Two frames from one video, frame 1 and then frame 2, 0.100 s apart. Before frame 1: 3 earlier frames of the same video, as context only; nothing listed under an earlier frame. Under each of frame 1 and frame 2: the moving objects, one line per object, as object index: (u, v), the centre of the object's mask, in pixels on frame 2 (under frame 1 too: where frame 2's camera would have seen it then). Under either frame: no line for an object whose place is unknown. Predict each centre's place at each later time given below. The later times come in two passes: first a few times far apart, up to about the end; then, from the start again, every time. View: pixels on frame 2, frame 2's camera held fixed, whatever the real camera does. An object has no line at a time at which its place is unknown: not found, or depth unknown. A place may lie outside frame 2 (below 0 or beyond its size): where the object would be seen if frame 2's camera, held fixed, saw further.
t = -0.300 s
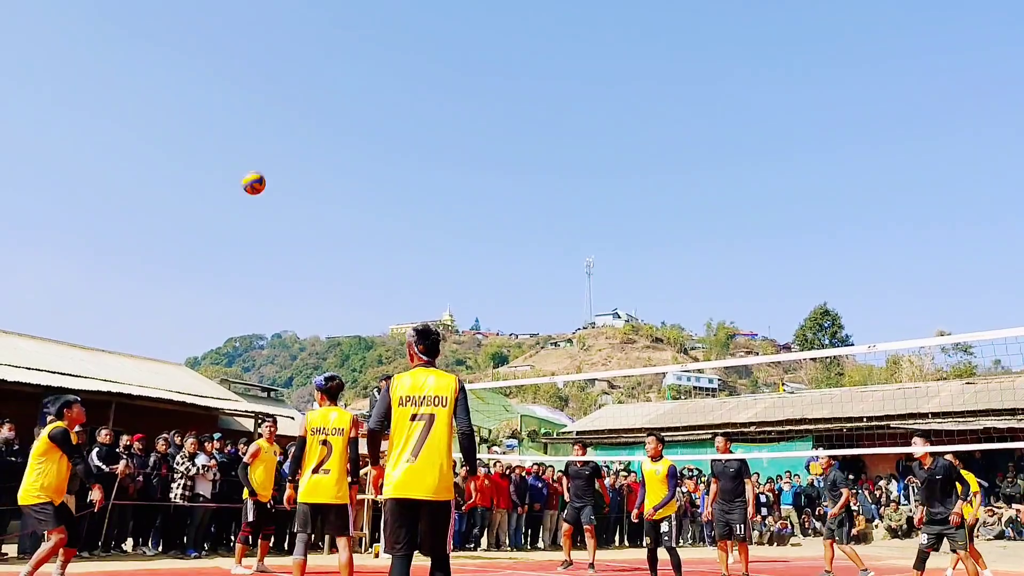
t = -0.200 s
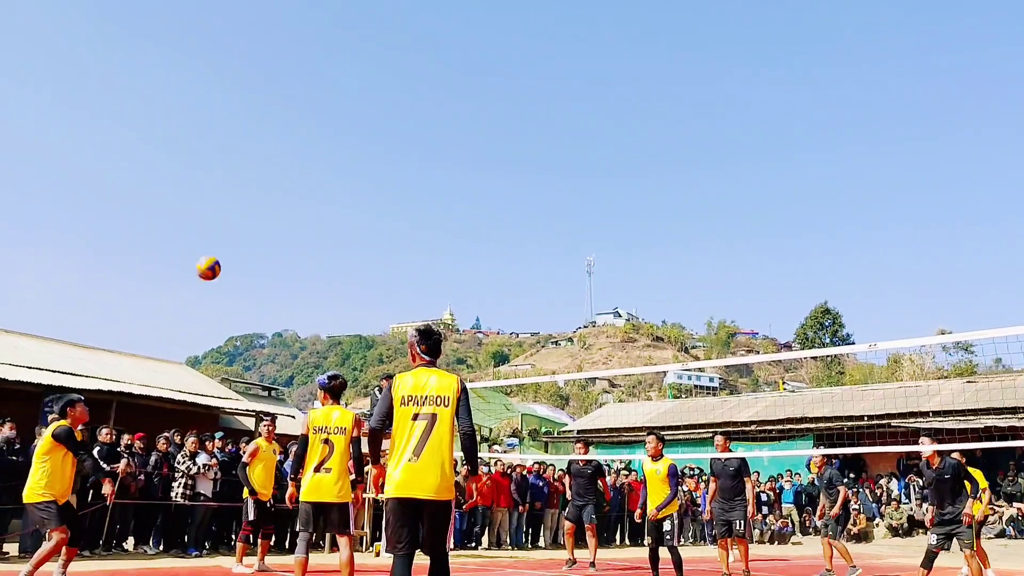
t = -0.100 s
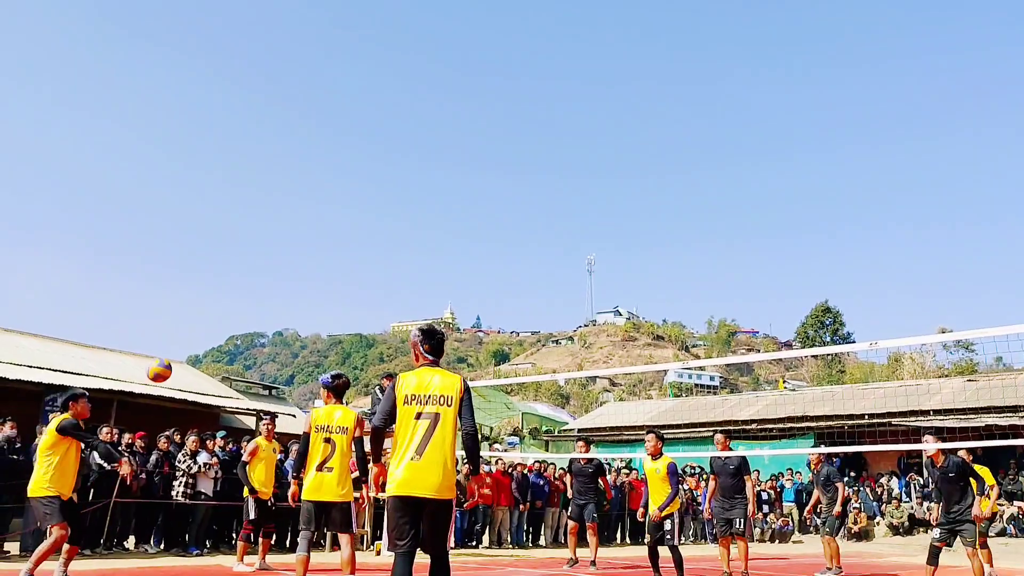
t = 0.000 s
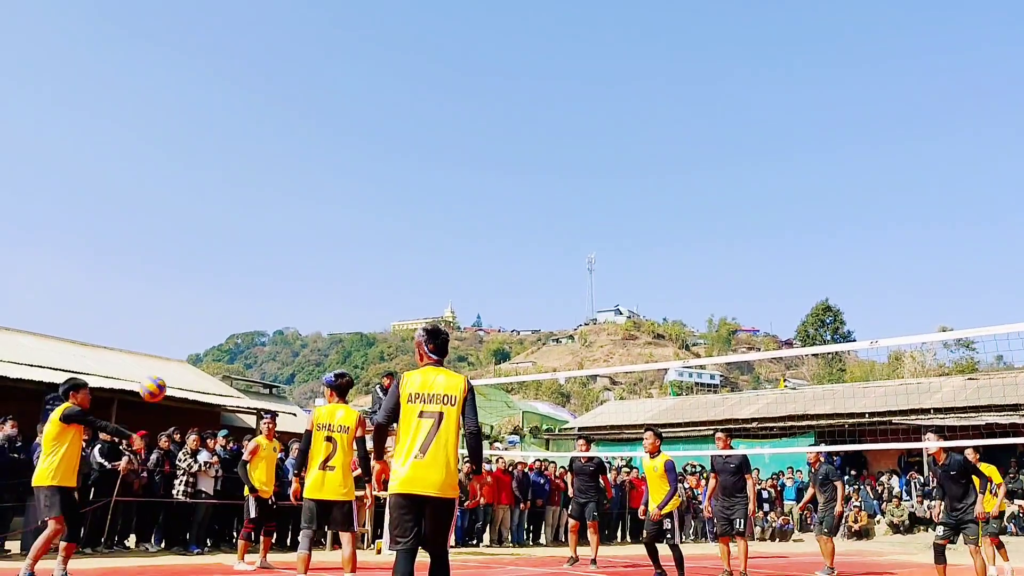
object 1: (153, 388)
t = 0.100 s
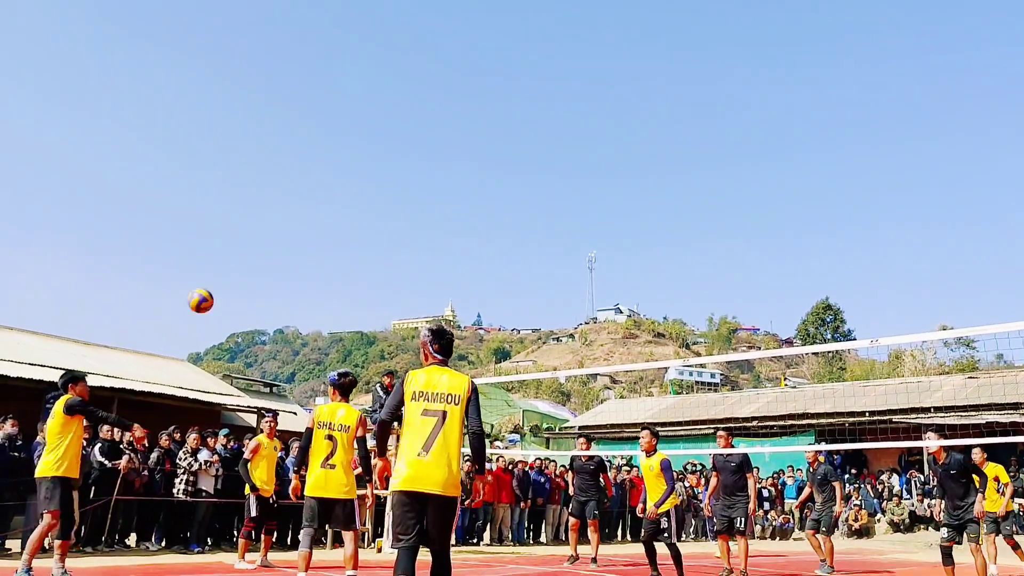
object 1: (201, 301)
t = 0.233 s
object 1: (261, 208)
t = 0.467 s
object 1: (361, 96)
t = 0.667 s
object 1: (442, 52)
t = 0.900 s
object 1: (538, 55)
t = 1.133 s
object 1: (636, 124)
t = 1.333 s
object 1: (726, 240)
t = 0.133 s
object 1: (216, 275)
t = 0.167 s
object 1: (231, 251)
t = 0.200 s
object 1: (246, 229)
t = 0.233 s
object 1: (261, 208)
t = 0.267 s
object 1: (275, 188)
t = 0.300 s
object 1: (290, 169)
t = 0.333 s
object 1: (304, 153)
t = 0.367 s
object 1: (319, 137)
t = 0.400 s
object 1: (333, 122)
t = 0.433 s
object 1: (347, 109)
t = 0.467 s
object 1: (361, 96)
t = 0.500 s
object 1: (375, 86)
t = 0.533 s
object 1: (389, 77)
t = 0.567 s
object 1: (402, 69)
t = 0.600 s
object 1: (415, 62)
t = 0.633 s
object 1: (429, 57)
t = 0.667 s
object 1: (442, 52)
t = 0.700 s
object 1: (456, 49)
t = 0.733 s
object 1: (469, 47)
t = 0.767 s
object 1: (483, 46)
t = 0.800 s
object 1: (497, 46)
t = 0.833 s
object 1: (511, 48)
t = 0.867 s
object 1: (524, 51)
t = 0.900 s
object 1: (538, 55)
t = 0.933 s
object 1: (552, 61)
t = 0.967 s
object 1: (566, 69)
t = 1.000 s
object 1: (579, 77)
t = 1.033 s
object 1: (593, 87)
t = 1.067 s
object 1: (607, 98)
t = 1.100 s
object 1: (622, 110)
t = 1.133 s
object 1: (636, 124)
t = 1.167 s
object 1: (651, 139)
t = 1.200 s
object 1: (666, 156)
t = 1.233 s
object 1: (680, 174)
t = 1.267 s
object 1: (696, 195)
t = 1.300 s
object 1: (711, 217)
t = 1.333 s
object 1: (726, 240)
